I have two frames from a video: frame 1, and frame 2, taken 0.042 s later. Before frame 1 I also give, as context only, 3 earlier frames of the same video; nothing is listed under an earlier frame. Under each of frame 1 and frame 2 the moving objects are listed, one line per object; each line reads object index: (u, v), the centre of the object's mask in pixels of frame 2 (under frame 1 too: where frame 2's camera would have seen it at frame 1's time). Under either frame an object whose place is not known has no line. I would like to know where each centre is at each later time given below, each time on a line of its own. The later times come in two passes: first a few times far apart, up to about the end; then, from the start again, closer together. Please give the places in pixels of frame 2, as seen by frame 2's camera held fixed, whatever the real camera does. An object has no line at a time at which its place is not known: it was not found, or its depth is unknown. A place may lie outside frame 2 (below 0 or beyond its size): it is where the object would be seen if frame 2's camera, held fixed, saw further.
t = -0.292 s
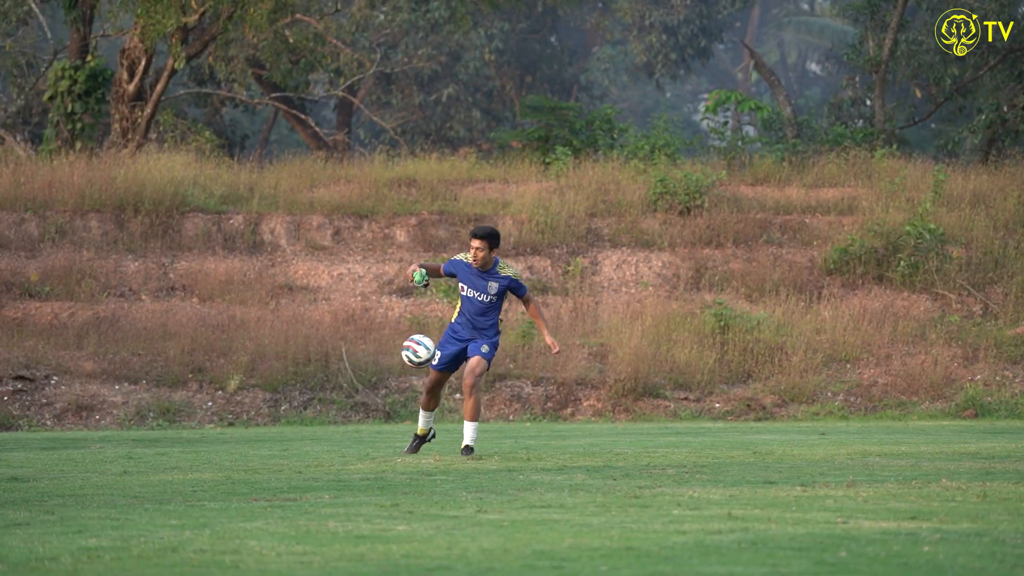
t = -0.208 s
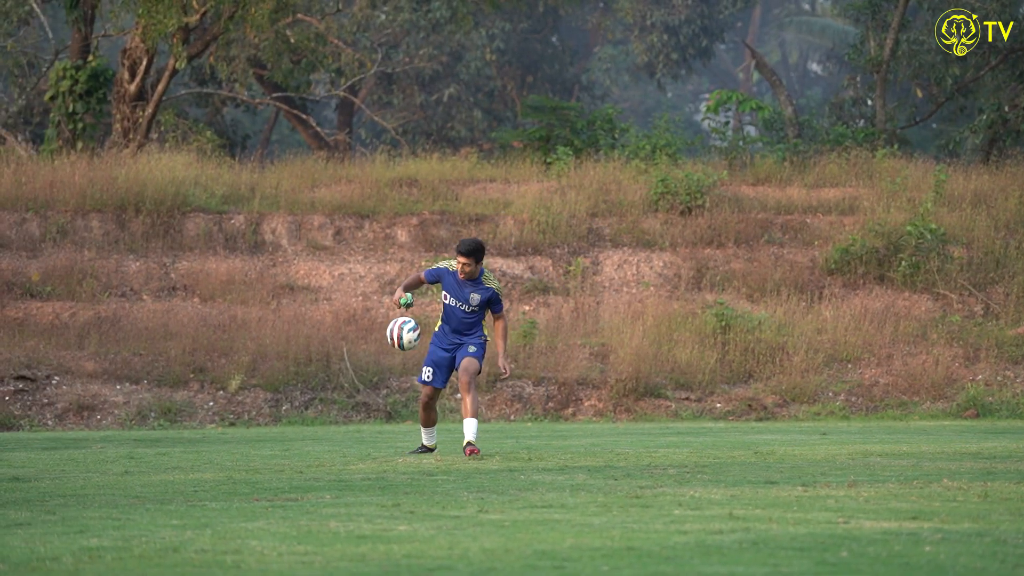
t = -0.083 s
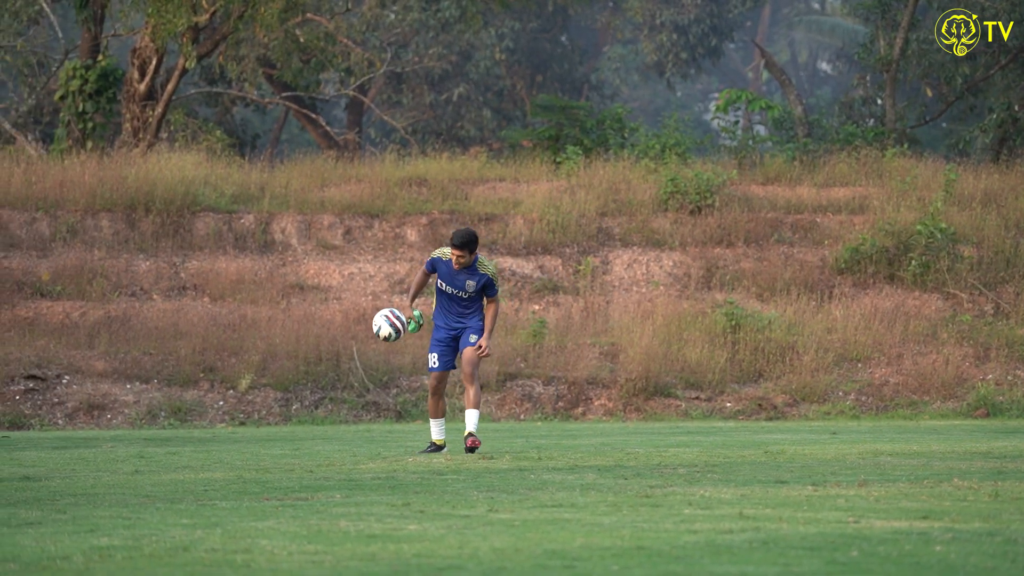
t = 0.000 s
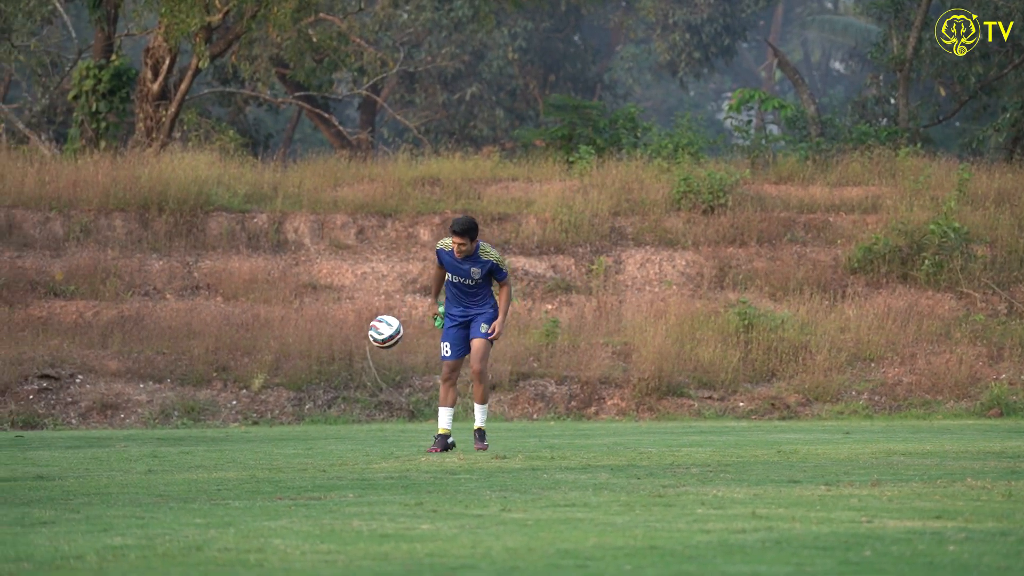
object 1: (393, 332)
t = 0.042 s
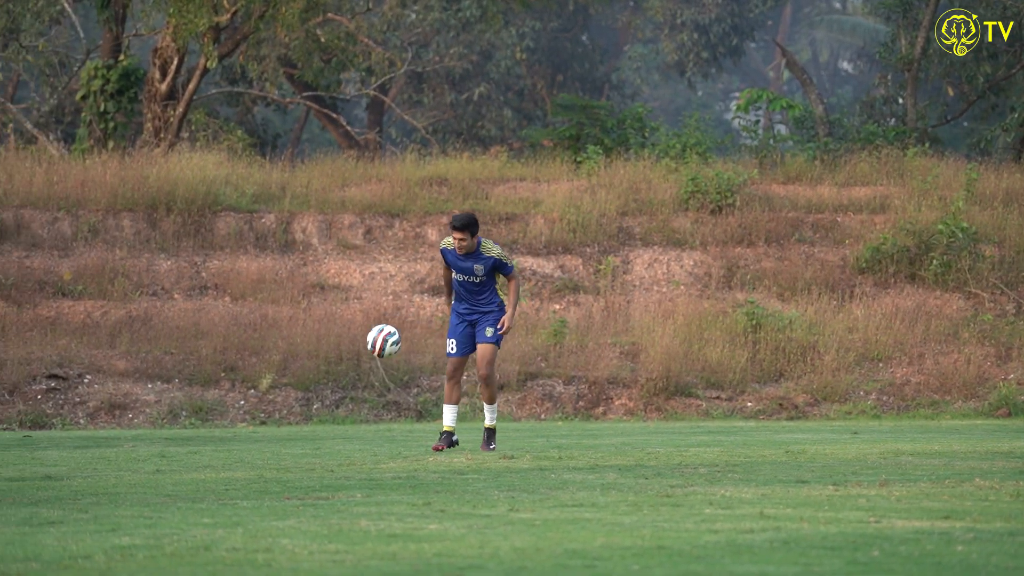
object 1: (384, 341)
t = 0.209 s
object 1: (349, 400)
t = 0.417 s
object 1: (310, 419)
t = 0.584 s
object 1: (275, 407)
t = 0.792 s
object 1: (241, 448)
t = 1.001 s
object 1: (208, 448)
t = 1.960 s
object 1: (113, 446)
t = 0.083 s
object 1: (377, 349)
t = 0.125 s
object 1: (367, 365)
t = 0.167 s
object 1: (360, 377)
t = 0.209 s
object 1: (349, 400)
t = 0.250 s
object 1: (343, 417)
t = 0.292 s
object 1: (333, 444)
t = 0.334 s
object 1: (326, 441)
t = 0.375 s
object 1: (316, 426)
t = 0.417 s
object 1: (310, 419)
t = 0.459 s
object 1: (300, 411)
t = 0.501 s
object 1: (293, 407)
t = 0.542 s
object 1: (282, 405)
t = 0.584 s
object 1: (275, 407)
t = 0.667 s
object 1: (258, 416)
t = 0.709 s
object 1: (248, 427)
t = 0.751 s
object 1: (241, 438)
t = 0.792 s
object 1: (241, 448)
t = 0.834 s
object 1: (235, 445)
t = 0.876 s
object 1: (227, 442)
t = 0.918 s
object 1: (222, 442)
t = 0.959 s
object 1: (213, 445)
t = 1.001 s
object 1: (208, 448)
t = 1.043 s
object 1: (201, 449)
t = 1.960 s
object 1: (113, 446)
